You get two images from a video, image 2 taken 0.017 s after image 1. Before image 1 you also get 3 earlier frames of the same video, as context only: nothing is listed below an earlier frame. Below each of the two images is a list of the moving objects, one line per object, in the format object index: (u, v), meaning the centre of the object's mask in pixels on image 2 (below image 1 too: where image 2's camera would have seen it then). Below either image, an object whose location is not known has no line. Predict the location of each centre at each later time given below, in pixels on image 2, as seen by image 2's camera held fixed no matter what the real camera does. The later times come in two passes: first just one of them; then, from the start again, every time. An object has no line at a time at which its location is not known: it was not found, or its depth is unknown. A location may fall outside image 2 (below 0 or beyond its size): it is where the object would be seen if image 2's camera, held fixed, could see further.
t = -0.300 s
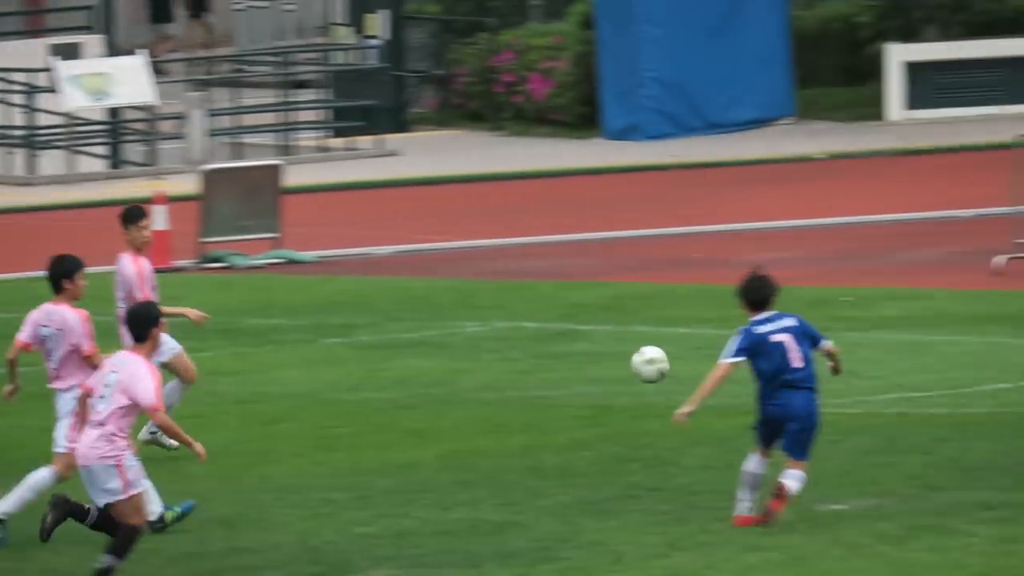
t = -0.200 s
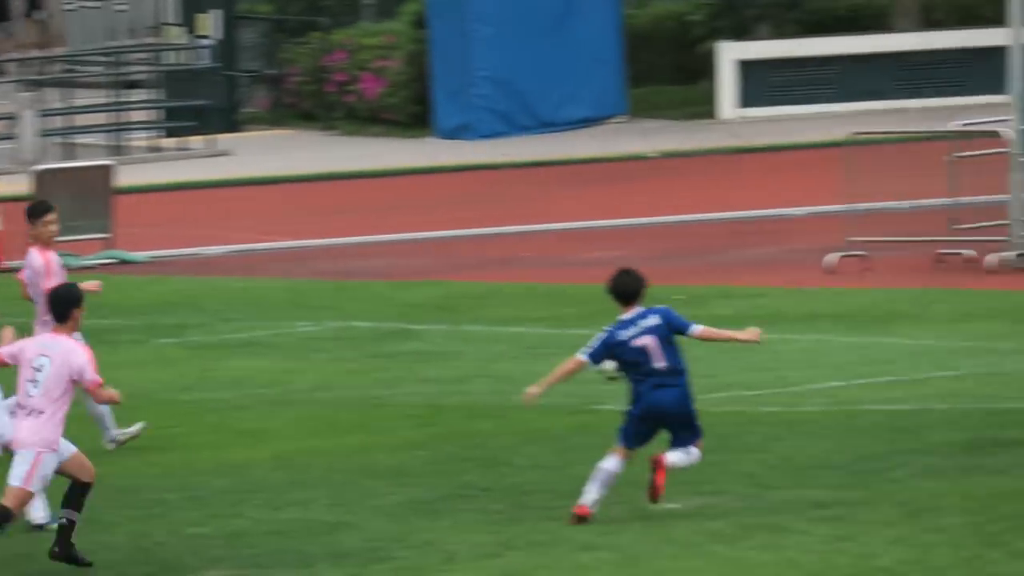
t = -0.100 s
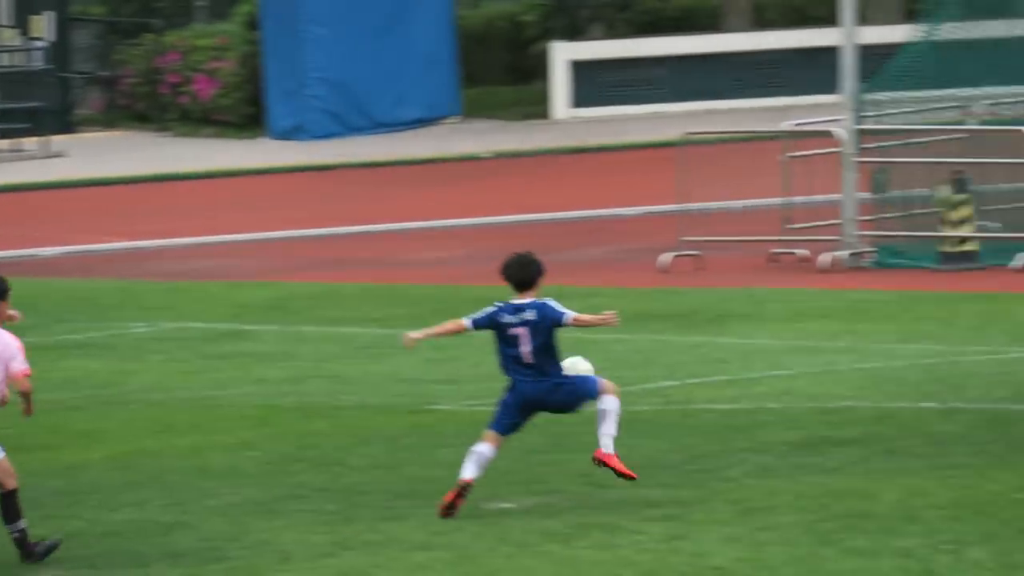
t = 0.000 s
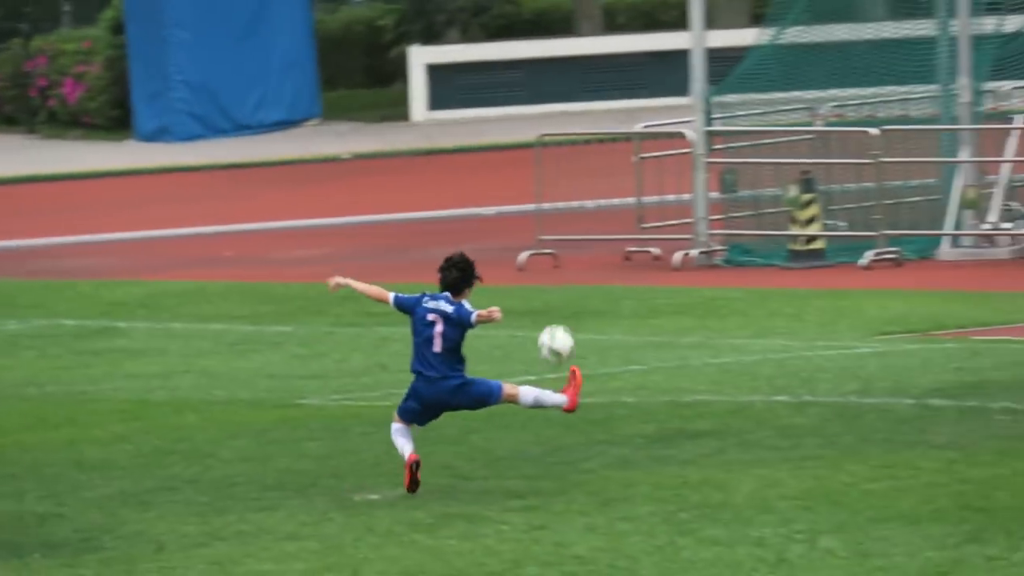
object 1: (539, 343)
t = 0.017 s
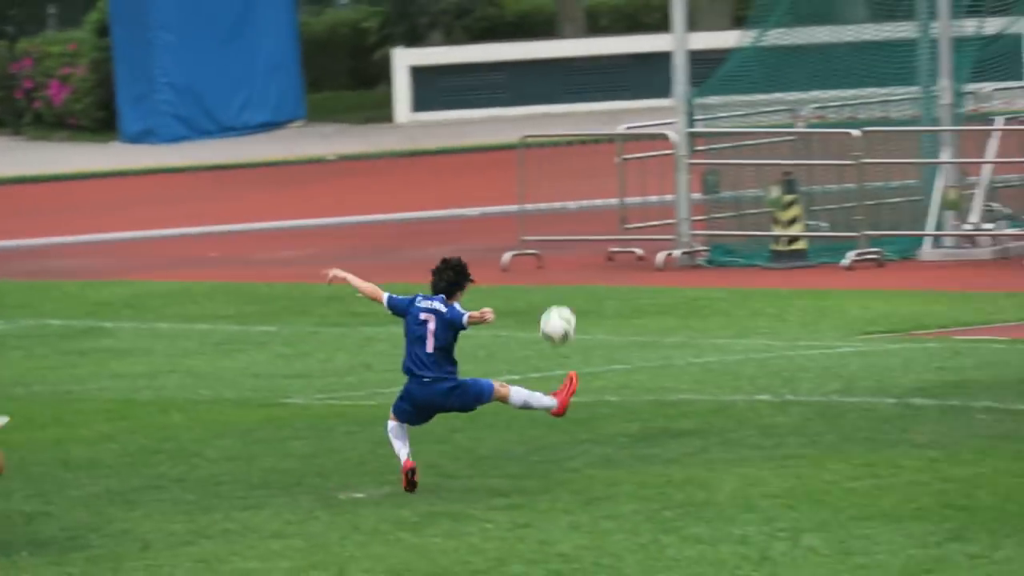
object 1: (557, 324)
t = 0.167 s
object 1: (715, 181)
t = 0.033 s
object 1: (576, 307)
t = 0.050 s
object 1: (594, 287)
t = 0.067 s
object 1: (612, 269)
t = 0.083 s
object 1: (629, 252)
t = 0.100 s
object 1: (647, 236)
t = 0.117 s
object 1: (664, 222)
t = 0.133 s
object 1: (682, 207)
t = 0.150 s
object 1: (699, 192)
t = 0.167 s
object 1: (715, 181)
